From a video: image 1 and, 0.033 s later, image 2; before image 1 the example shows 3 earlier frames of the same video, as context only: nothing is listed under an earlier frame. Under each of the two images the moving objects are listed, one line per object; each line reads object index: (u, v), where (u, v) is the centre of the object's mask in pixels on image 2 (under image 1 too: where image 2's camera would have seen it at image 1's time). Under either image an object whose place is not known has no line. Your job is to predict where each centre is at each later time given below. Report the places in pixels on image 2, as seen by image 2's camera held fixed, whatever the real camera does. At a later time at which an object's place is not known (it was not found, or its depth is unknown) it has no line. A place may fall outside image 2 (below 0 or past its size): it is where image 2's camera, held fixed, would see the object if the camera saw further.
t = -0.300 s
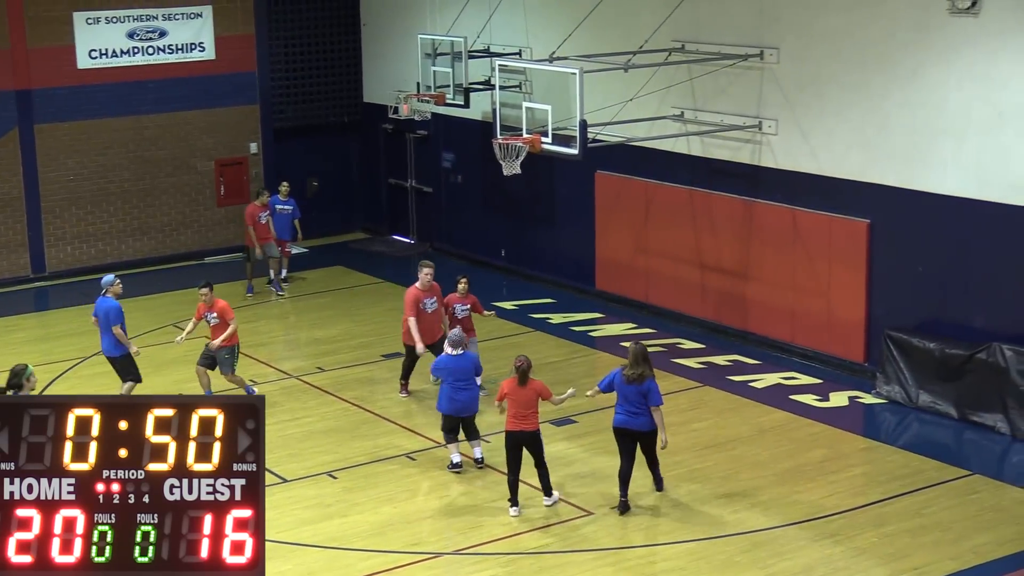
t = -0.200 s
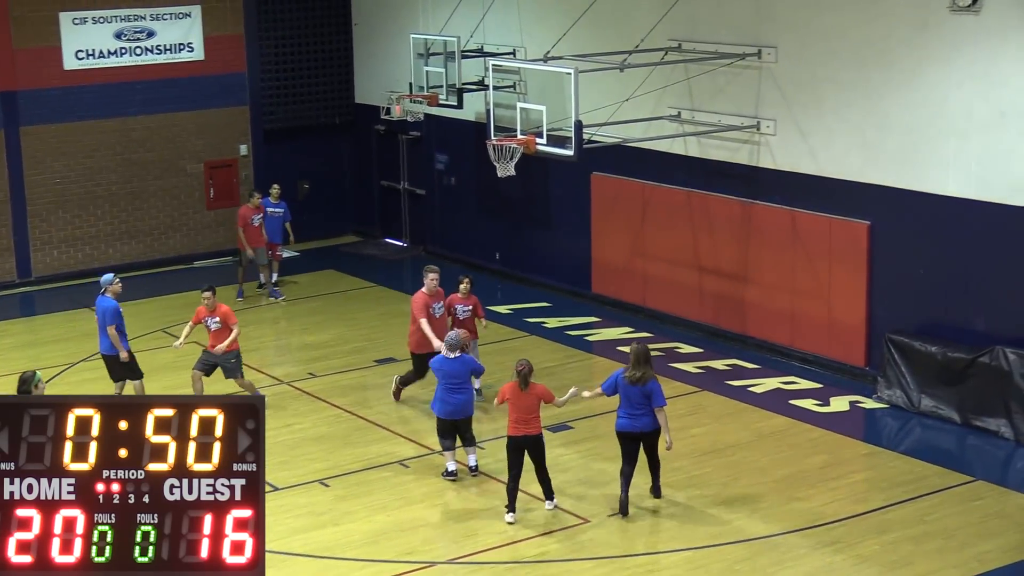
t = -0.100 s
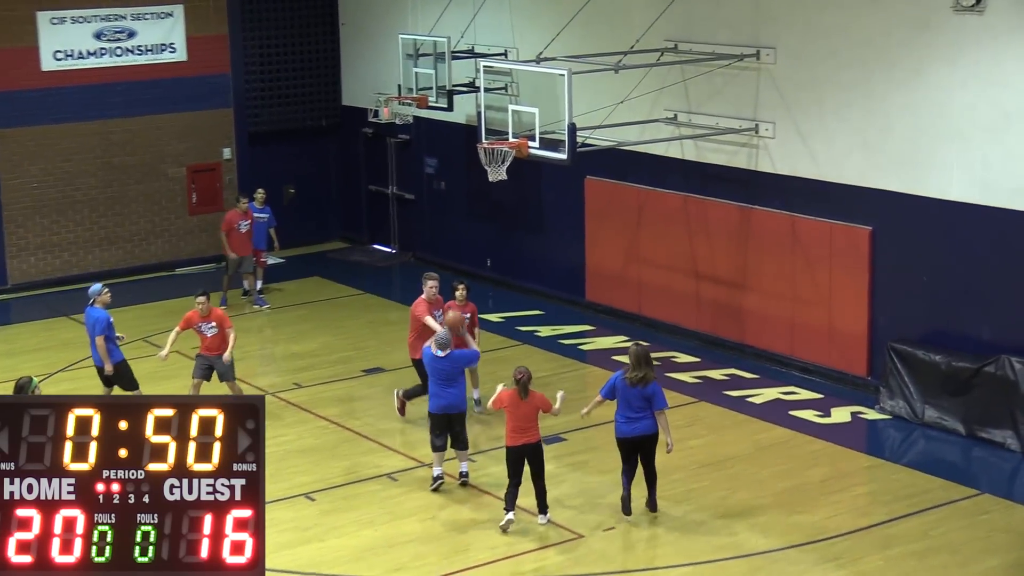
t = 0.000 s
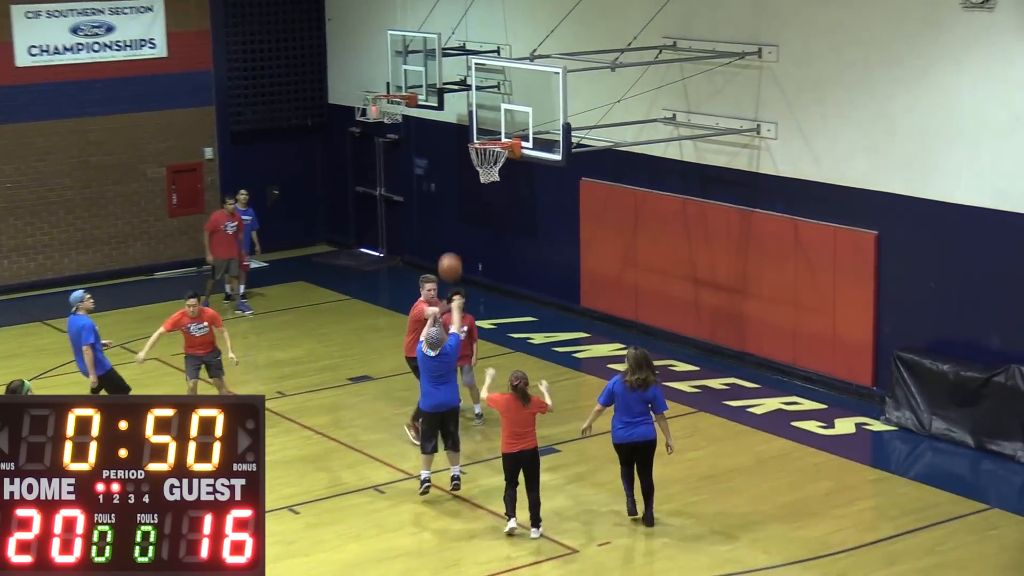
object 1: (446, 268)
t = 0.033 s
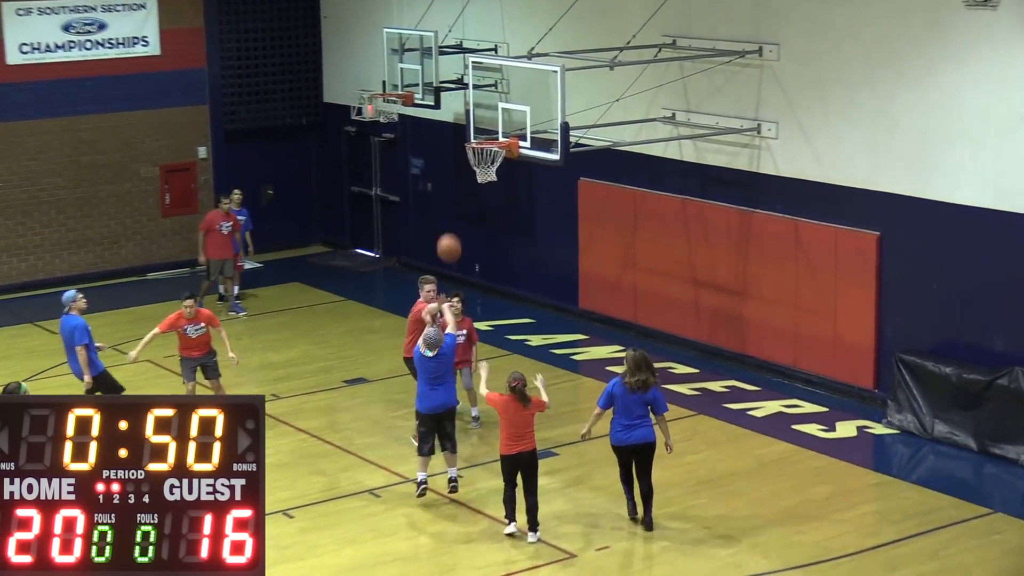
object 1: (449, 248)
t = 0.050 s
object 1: (450, 238)
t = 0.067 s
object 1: (451, 229)
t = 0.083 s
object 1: (452, 220)
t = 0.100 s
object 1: (453, 211)
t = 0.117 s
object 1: (454, 202)
